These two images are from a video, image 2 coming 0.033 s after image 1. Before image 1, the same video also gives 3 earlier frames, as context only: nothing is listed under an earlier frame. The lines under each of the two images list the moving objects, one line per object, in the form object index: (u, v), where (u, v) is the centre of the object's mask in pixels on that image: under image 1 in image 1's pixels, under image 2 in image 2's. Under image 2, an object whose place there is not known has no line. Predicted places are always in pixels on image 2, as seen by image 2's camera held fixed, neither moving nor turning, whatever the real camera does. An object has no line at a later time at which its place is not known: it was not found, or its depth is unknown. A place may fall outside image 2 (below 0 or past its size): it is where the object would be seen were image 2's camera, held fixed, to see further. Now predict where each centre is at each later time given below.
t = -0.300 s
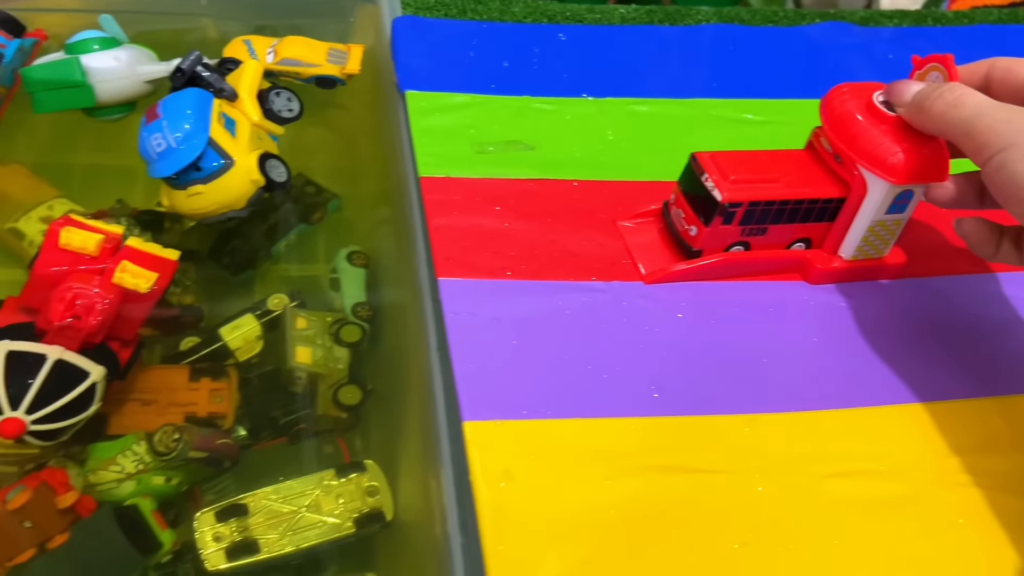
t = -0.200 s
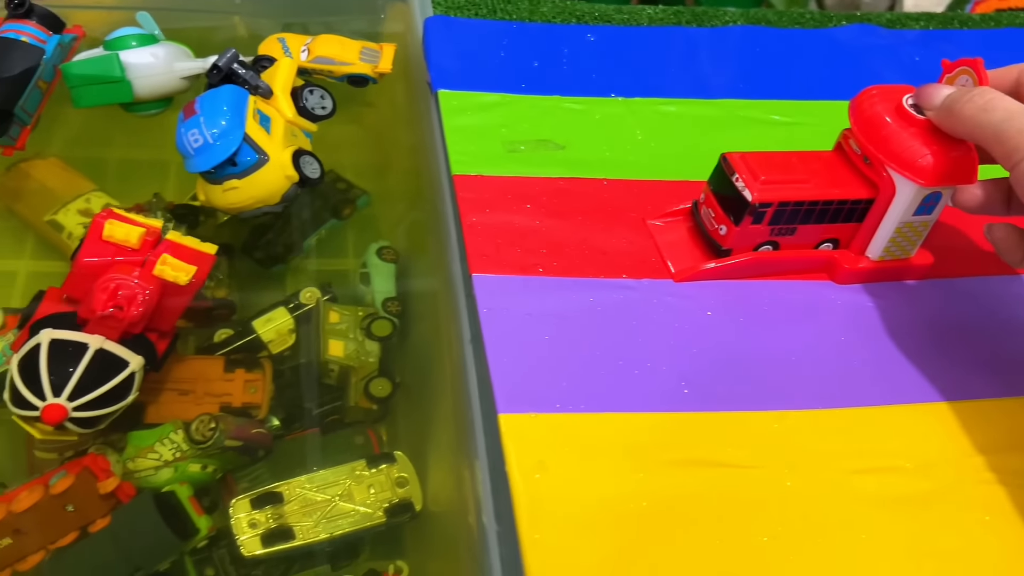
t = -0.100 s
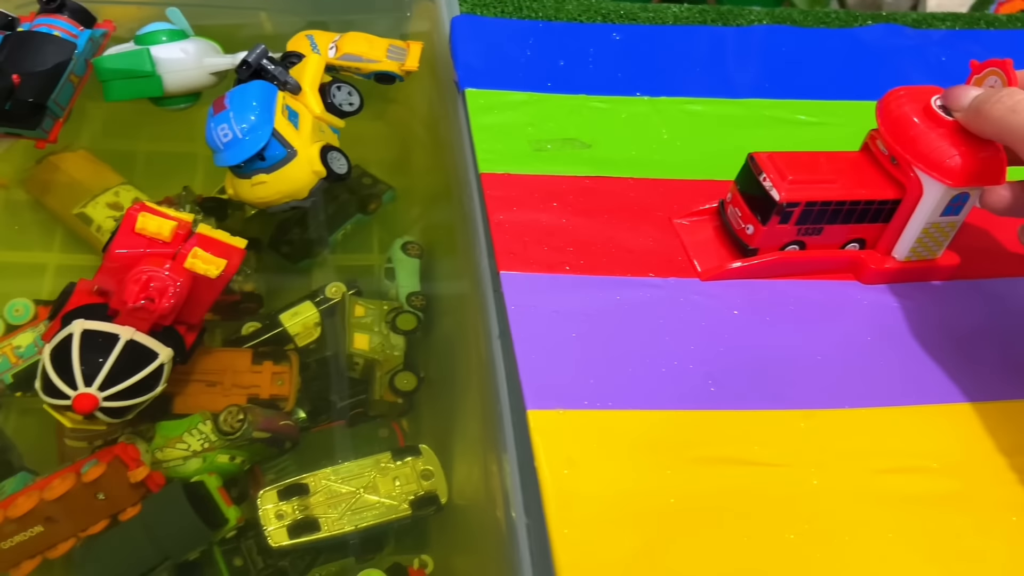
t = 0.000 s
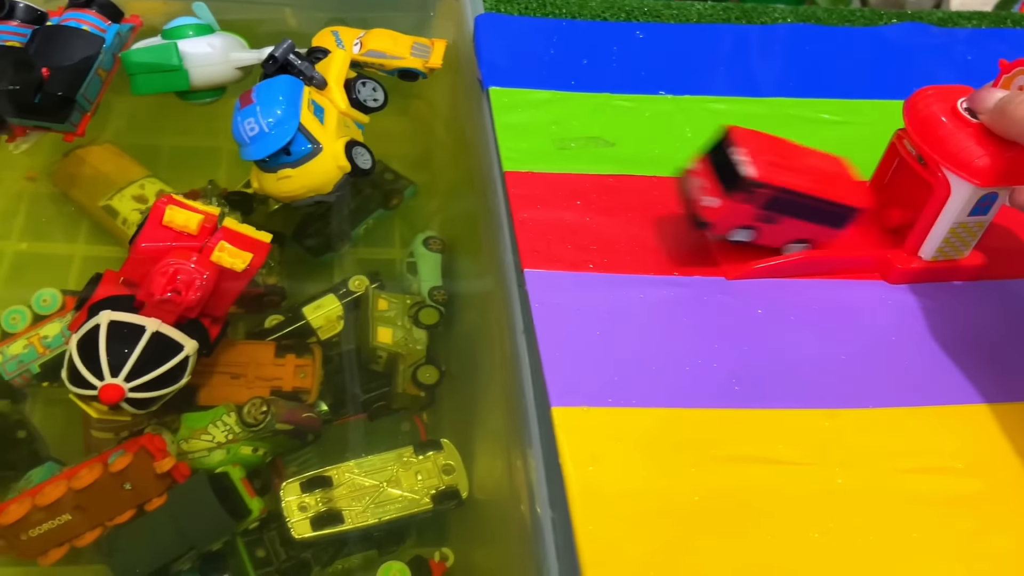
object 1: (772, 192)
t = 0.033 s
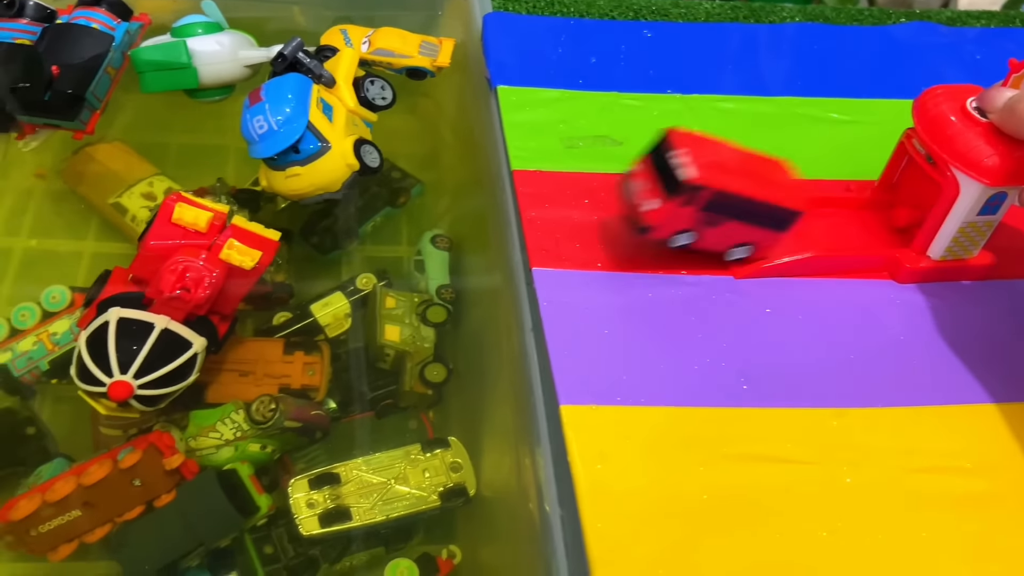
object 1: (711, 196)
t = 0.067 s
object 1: (638, 216)
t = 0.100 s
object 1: (578, 215)
